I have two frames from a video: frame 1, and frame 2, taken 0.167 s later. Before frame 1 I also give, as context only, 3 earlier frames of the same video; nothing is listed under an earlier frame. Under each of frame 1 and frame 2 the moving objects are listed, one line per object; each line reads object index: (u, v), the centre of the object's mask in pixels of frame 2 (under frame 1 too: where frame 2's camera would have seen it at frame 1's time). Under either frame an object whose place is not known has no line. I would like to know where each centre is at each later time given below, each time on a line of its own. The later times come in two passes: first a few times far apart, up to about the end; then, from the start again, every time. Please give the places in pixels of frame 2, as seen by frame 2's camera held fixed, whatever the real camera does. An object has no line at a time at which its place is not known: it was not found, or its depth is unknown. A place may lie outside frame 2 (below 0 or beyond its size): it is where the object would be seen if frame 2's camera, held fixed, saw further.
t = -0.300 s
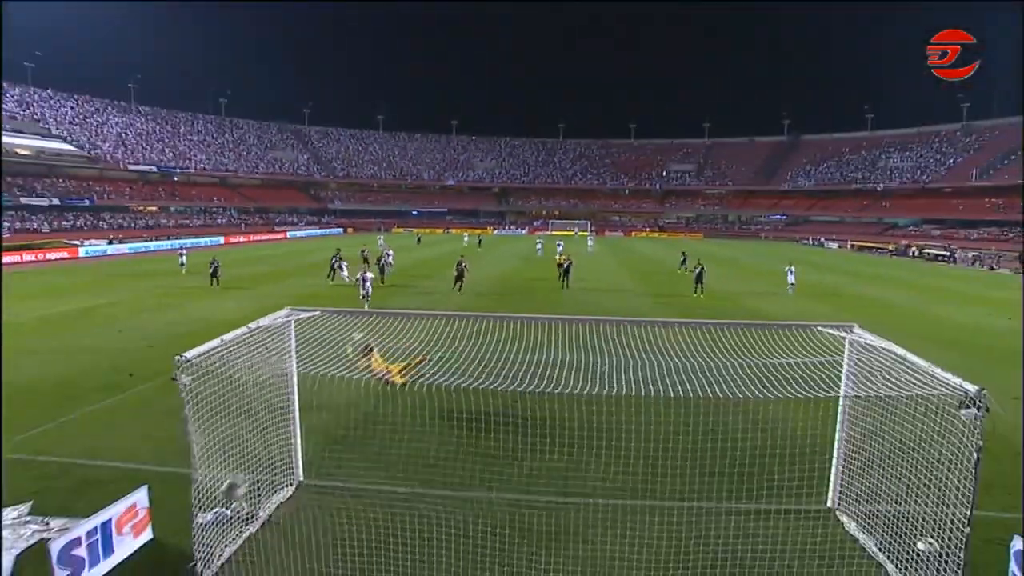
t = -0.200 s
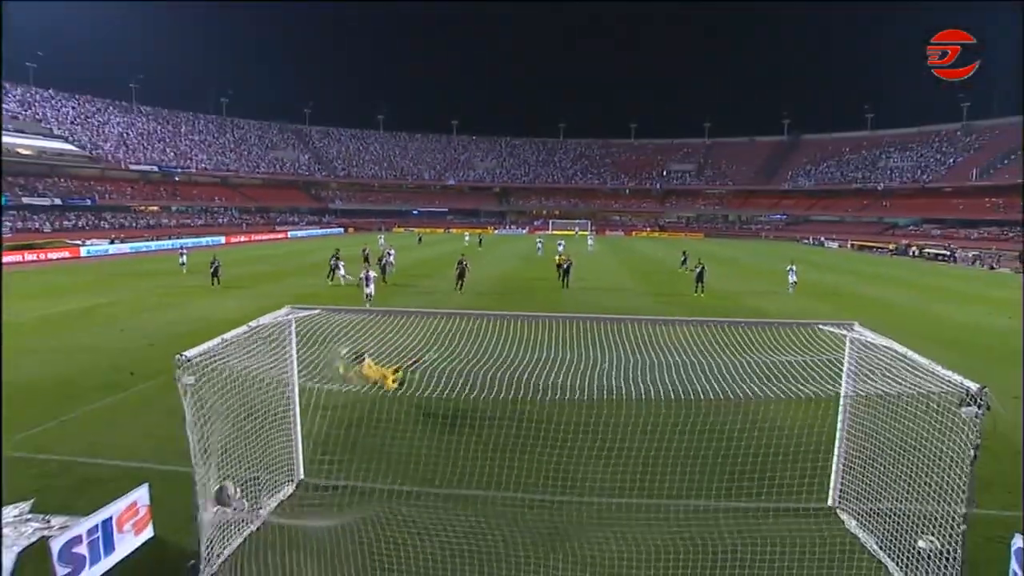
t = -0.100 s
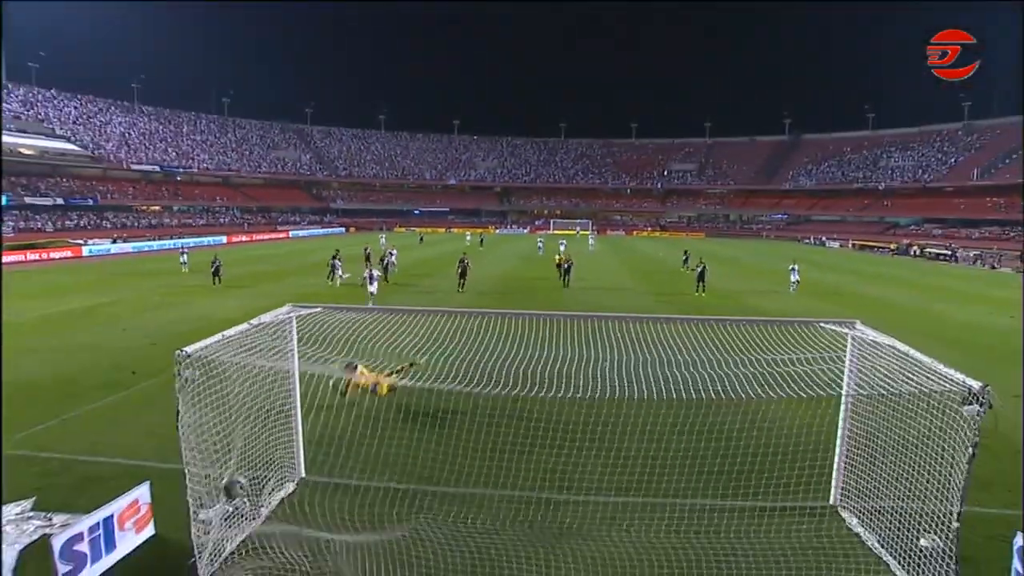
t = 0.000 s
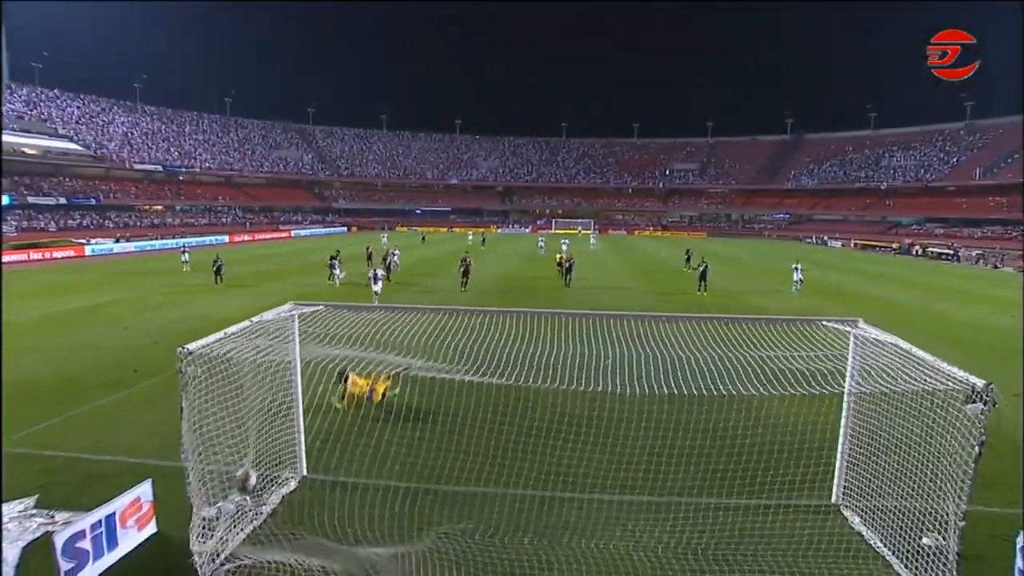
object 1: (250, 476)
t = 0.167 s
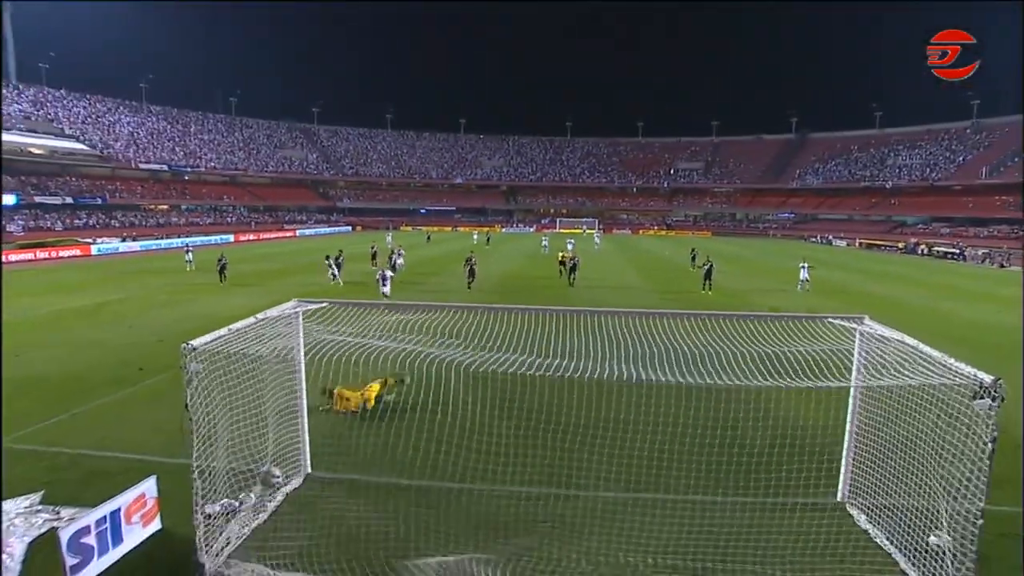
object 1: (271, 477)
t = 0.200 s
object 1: (275, 478)
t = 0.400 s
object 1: (296, 487)
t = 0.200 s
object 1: (275, 478)
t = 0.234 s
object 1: (278, 478)
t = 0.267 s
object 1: (283, 481)
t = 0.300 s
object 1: (290, 482)
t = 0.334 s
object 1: (290, 481)
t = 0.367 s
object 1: (294, 483)
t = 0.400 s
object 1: (296, 487)
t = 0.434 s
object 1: (304, 489)
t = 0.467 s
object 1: (307, 491)
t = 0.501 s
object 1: (308, 494)
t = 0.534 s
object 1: (309, 496)
